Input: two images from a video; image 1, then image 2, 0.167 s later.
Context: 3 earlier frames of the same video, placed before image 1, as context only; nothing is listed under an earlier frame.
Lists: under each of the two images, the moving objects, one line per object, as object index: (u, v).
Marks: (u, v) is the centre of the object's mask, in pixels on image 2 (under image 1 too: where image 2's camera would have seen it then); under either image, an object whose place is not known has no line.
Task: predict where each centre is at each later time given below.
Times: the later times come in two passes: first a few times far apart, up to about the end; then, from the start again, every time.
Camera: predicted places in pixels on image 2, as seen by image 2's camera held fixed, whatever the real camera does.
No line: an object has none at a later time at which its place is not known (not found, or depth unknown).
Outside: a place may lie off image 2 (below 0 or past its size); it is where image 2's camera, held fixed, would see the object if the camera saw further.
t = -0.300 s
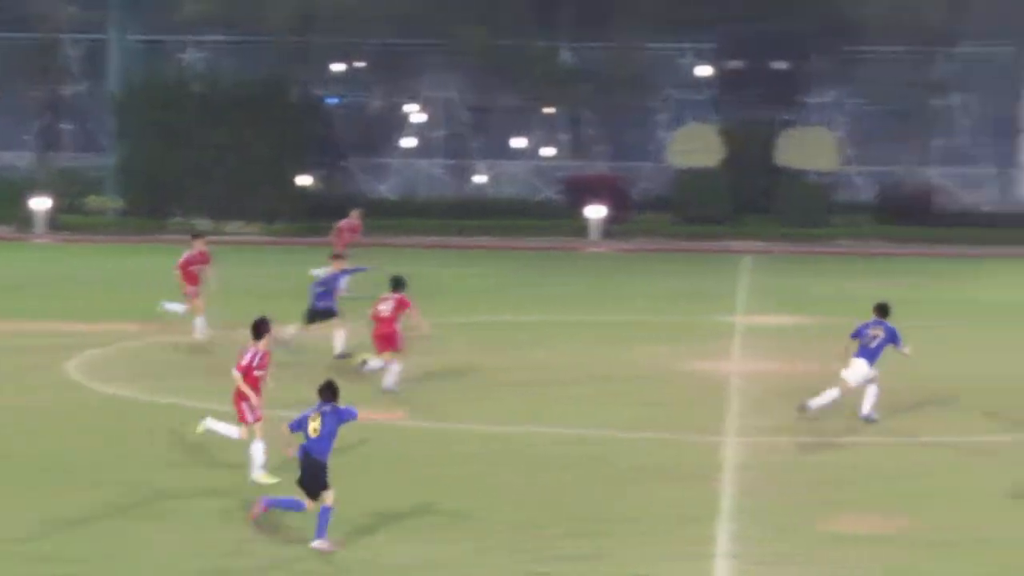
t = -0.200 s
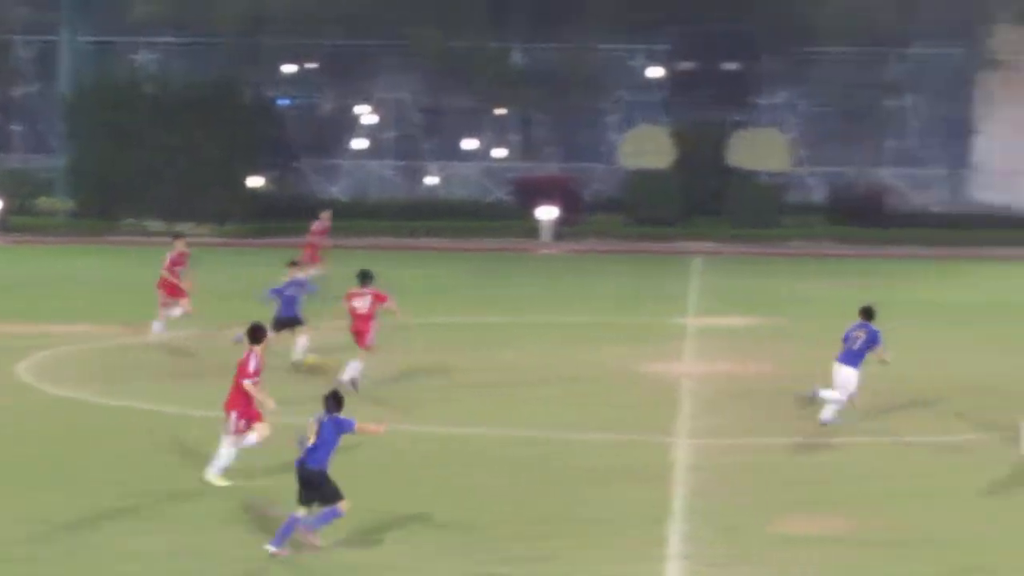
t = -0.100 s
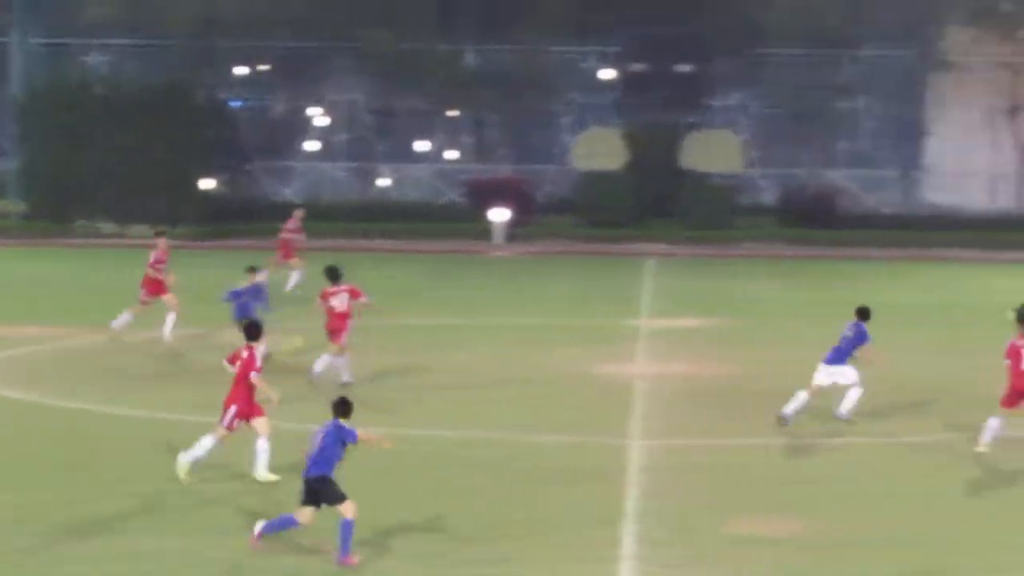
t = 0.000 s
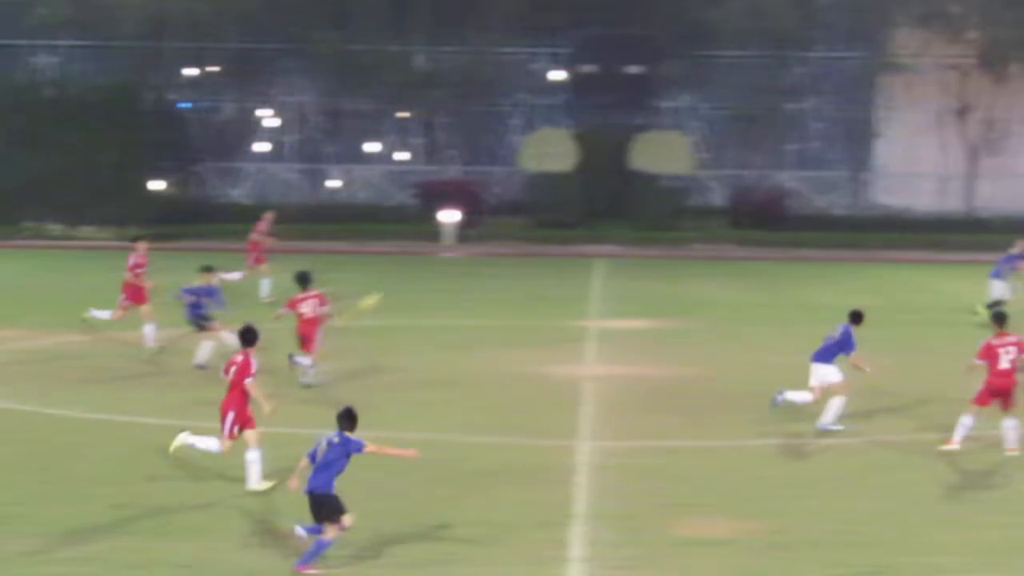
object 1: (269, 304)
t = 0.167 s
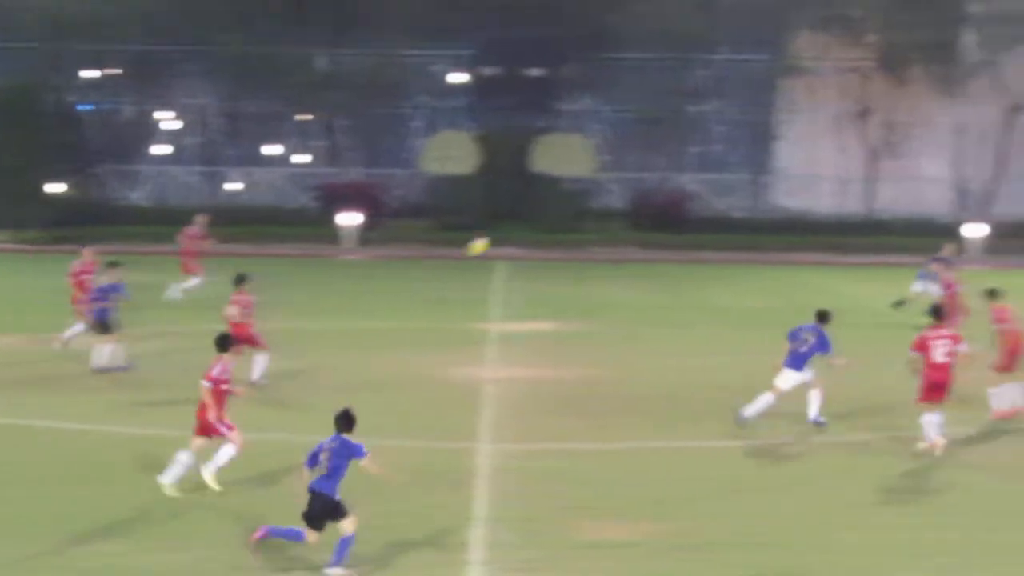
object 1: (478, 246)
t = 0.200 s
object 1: (517, 238)
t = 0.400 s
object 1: (743, 198)
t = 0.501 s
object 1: (848, 187)
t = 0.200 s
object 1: (517, 238)
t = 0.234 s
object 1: (556, 230)
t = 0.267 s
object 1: (595, 222)
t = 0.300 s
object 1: (634, 215)
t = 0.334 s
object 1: (671, 208)
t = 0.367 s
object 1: (707, 203)
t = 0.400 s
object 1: (743, 198)
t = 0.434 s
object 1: (779, 193)
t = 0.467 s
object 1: (813, 190)
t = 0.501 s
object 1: (848, 187)
